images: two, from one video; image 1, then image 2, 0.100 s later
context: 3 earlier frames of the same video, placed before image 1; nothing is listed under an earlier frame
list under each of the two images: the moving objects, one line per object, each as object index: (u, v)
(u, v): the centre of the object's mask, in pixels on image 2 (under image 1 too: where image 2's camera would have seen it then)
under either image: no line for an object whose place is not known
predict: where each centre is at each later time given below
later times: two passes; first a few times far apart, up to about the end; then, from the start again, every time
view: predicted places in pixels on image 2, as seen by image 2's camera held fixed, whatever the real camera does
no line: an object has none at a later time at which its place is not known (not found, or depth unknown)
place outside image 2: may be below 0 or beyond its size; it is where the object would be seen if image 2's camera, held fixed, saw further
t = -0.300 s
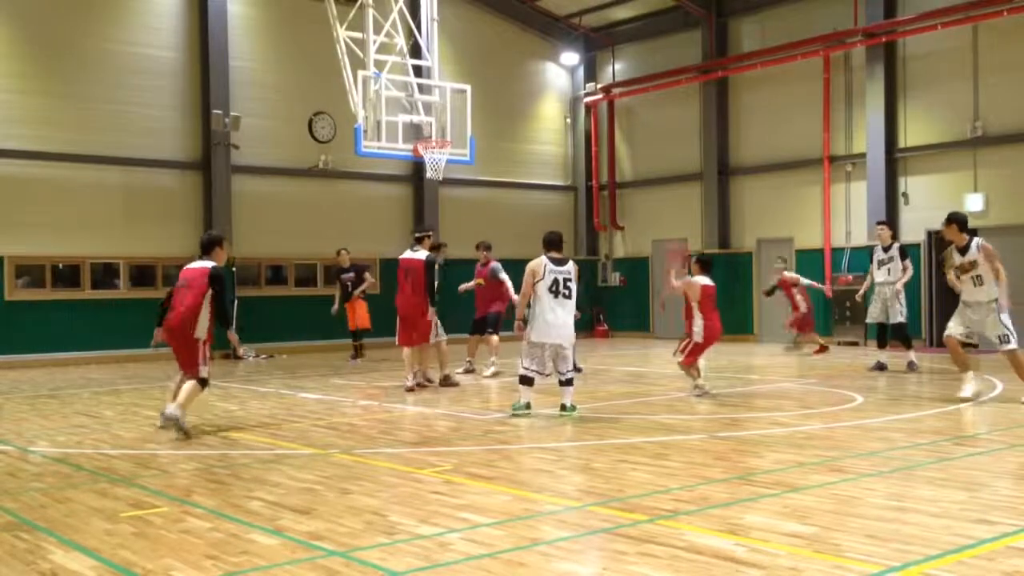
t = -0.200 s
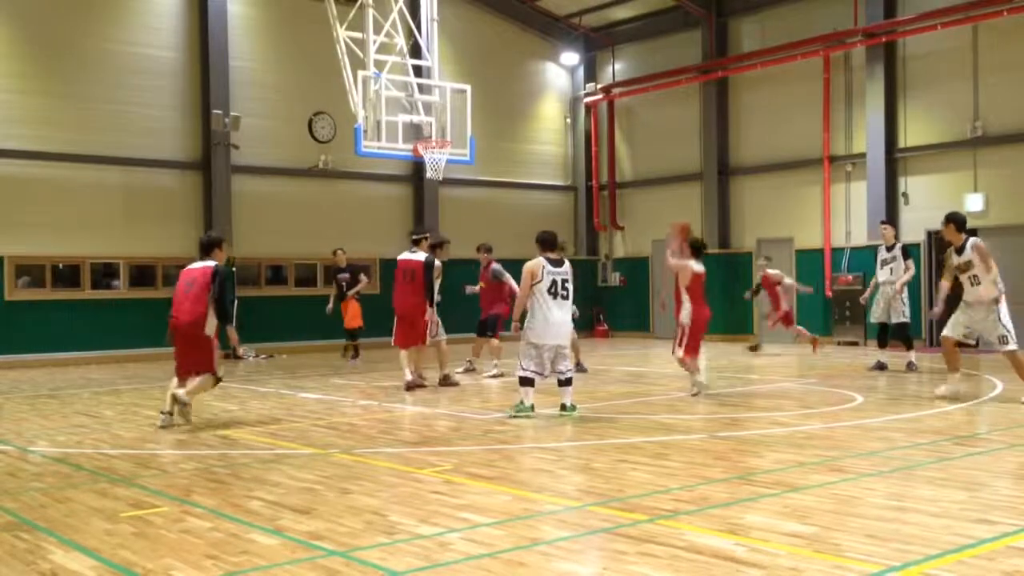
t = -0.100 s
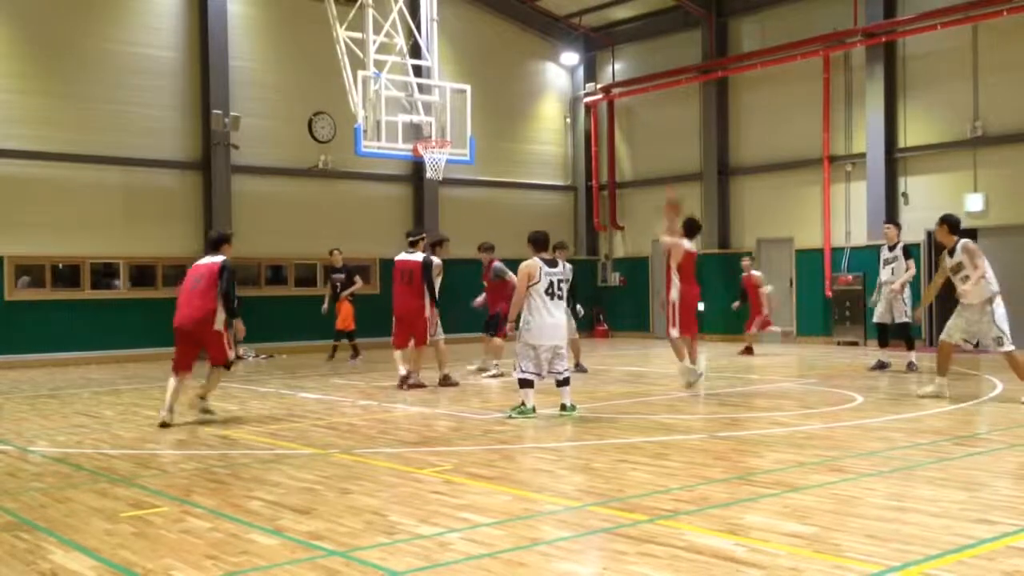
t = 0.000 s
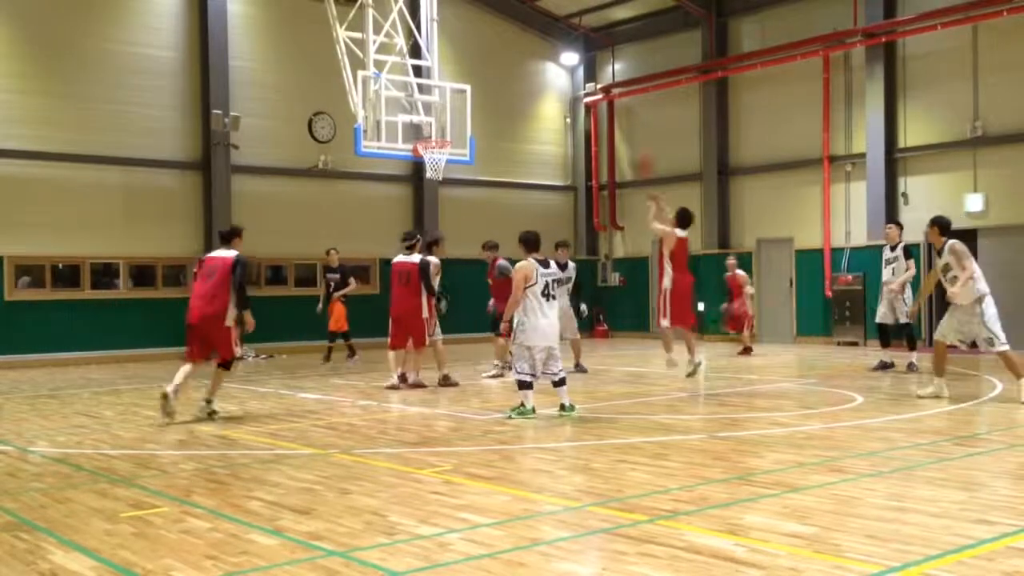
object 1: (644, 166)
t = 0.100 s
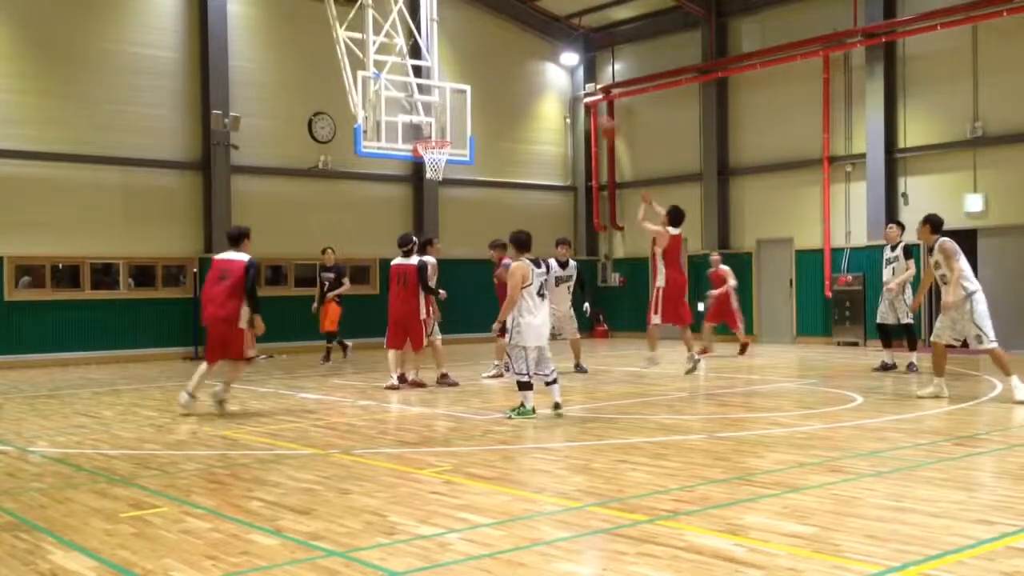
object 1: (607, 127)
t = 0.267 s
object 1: (554, 90)
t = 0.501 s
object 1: (488, 78)
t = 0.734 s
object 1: (431, 108)
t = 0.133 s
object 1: (596, 115)
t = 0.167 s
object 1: (582, 110)
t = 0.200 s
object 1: (572, 107)
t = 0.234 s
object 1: (565, 96)
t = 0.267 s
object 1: (554, 90)
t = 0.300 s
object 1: (543, 87)
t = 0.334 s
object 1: (534, 82)
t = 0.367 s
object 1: (524, 79)
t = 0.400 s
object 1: (514, 78)
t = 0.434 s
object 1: (505, 77)
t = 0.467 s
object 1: (497, 77)
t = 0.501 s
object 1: (488, 78)
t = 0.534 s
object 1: (480, 79)
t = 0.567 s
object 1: (471, 81)
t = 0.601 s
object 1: (464, 85)
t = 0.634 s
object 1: (456, 90)
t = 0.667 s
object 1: (447, 95)
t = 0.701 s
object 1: (439, 102)
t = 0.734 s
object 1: (431, 108)
